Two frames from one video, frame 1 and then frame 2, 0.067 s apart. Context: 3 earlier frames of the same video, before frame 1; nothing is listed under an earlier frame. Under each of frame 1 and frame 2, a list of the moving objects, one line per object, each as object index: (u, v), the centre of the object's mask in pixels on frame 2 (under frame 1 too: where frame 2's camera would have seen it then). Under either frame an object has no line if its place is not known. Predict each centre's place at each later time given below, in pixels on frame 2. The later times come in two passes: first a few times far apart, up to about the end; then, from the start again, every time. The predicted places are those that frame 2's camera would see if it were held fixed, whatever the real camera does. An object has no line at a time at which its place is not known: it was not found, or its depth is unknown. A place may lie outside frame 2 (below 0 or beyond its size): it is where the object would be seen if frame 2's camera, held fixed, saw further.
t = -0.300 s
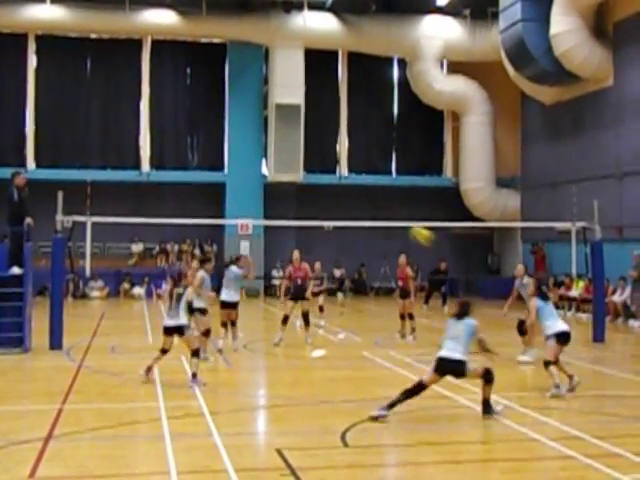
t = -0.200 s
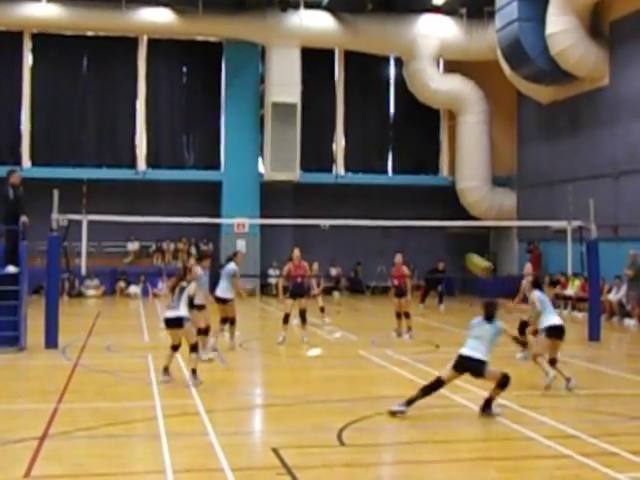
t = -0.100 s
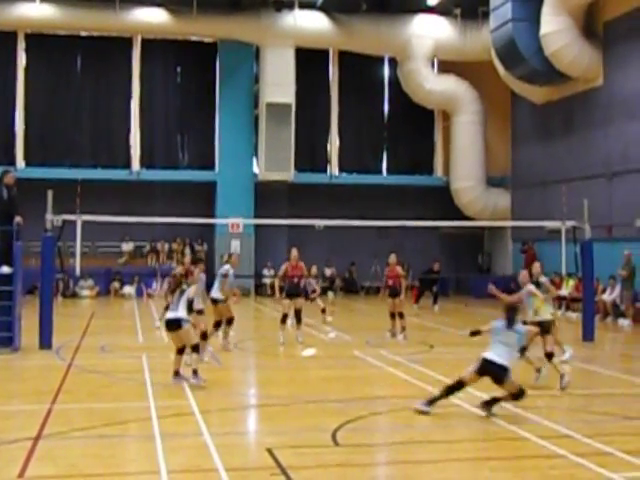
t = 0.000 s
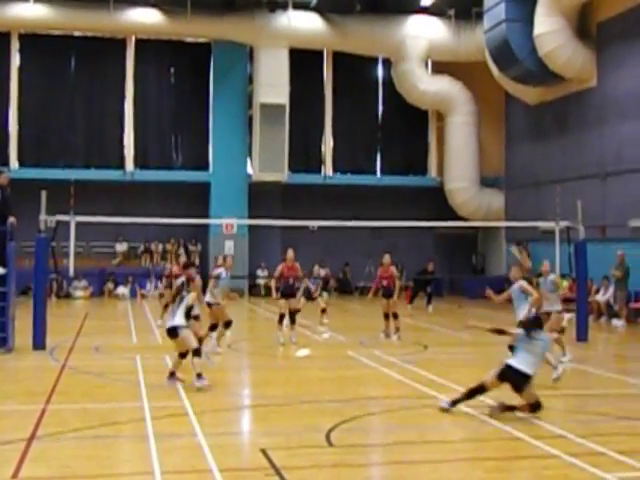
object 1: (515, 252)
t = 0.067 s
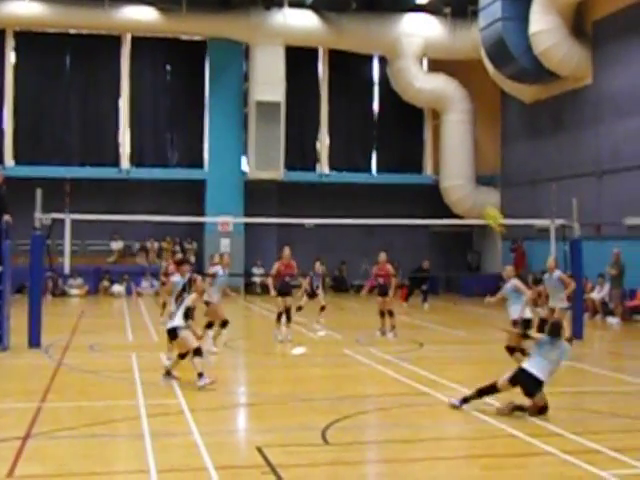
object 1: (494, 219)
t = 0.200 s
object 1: (453, 158)
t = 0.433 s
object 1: (390, 92)
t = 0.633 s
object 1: (341, 72)
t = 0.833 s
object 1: (296, 82)
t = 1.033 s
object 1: (254, 116)
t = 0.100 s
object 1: (485, 205)
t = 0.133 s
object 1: (474, 185)
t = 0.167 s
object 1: (466, 171)
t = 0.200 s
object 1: (453, 158)
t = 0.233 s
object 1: (442, 143)
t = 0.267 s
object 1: (434, 132)
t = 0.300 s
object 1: (426, 122)
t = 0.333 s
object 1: (417, 115)
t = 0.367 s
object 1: (408, 107)
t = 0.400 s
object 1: (398, 99)
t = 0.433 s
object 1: (390, 92)
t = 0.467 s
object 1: (382, 87)
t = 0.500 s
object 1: (373, 82)
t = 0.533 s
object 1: (364, 78)
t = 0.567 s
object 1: (357, 76)
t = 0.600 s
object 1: (349, 73)
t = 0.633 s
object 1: (341, 72)
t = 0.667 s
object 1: (334, 72)
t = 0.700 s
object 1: (327, 72)
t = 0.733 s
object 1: (317, 73)
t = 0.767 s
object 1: (309, 76)
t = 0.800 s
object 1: (304, 78)
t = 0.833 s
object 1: (296, 82)
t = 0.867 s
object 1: (290, 86)
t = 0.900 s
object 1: (283, 90)
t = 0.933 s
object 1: (273, 97)
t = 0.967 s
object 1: (266, 102)
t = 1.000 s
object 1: (261, 107)
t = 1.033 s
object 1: (254, 116)
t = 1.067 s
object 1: (248, 123)
